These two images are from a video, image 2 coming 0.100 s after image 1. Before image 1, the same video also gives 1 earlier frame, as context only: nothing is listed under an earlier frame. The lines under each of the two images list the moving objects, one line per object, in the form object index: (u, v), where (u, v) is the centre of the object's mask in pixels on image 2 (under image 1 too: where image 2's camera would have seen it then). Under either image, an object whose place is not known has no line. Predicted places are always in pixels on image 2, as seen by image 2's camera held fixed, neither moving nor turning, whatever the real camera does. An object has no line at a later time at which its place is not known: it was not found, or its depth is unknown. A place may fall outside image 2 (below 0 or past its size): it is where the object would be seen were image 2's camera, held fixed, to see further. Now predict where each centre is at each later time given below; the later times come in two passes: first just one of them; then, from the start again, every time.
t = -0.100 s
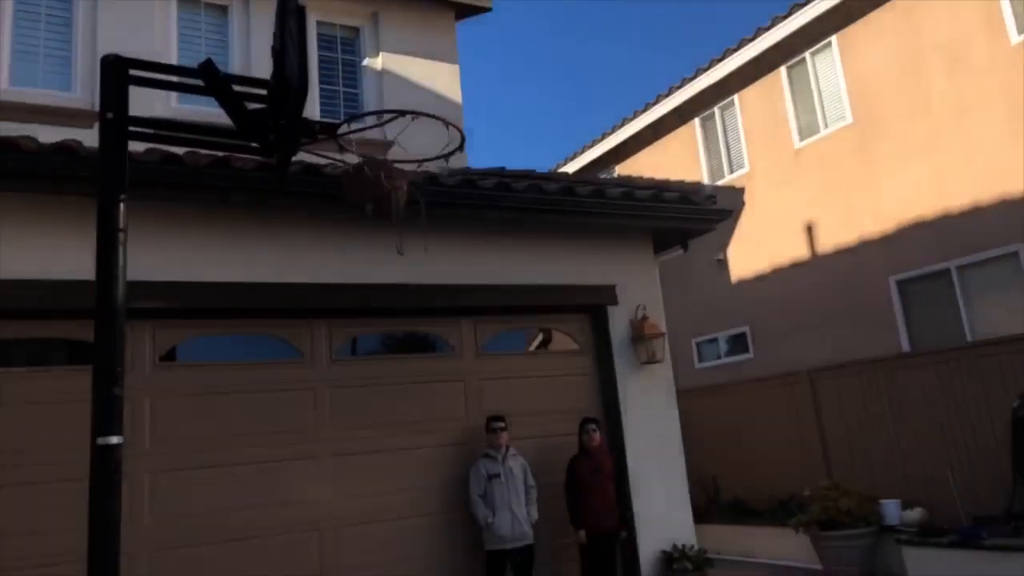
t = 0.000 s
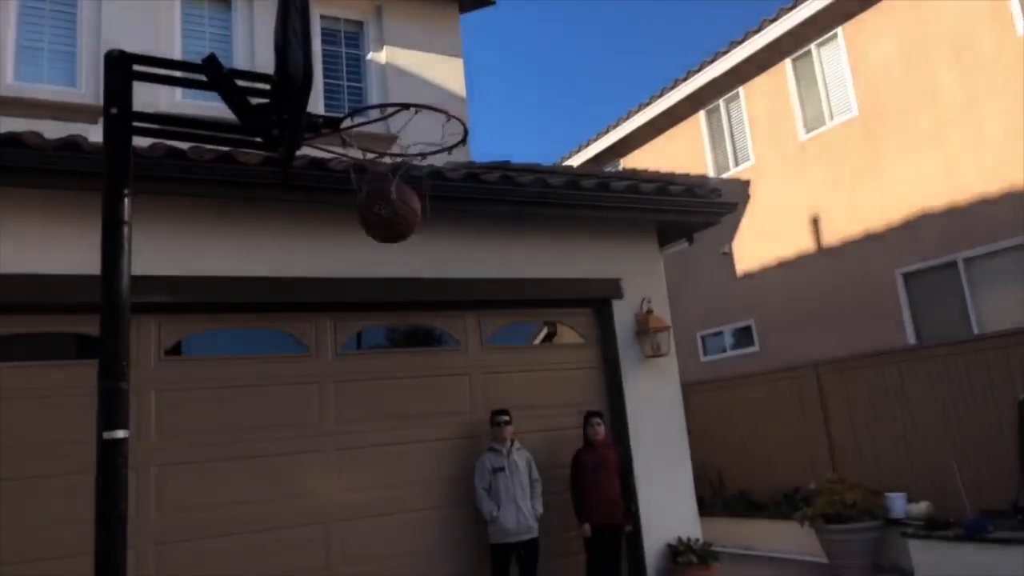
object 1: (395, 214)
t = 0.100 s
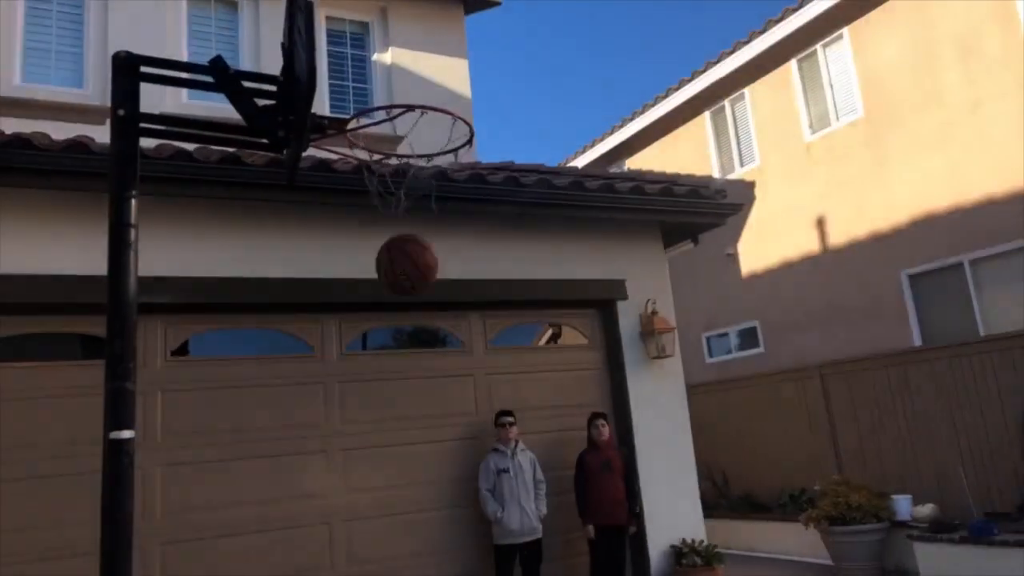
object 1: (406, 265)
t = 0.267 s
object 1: (431, 412)
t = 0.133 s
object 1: (412, 287)
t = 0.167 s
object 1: (416, 315)
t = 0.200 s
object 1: (421, 342)
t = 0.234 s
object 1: (426, 375)
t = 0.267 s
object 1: (431, 412)
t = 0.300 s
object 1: (437, 450)
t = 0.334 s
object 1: (444, 495)
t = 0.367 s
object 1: (452, 542)
